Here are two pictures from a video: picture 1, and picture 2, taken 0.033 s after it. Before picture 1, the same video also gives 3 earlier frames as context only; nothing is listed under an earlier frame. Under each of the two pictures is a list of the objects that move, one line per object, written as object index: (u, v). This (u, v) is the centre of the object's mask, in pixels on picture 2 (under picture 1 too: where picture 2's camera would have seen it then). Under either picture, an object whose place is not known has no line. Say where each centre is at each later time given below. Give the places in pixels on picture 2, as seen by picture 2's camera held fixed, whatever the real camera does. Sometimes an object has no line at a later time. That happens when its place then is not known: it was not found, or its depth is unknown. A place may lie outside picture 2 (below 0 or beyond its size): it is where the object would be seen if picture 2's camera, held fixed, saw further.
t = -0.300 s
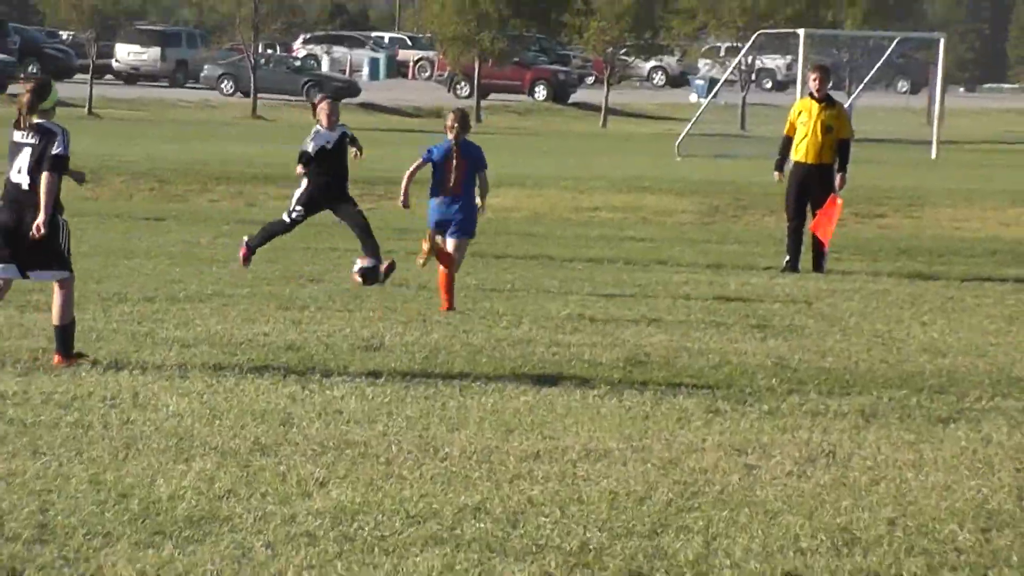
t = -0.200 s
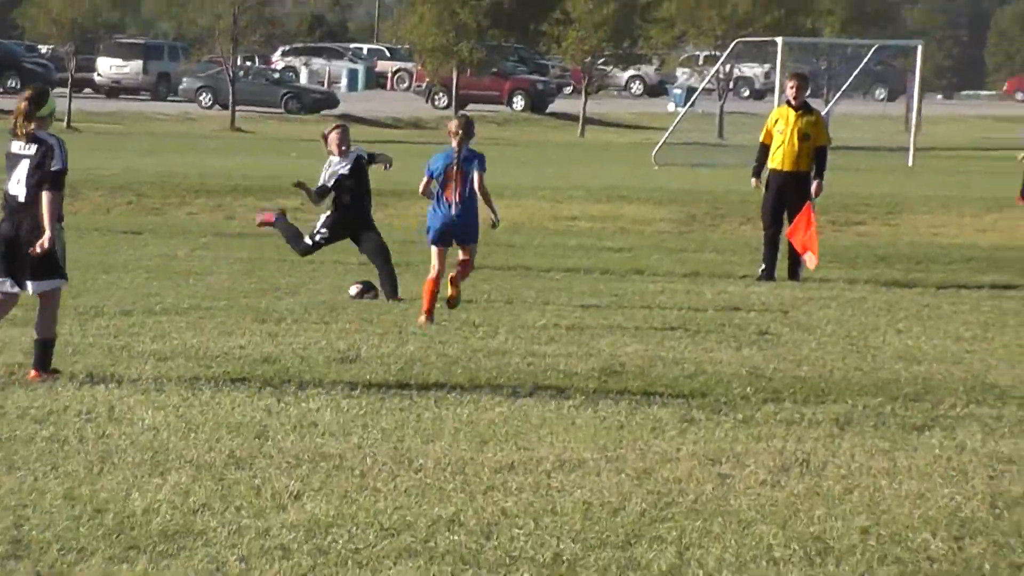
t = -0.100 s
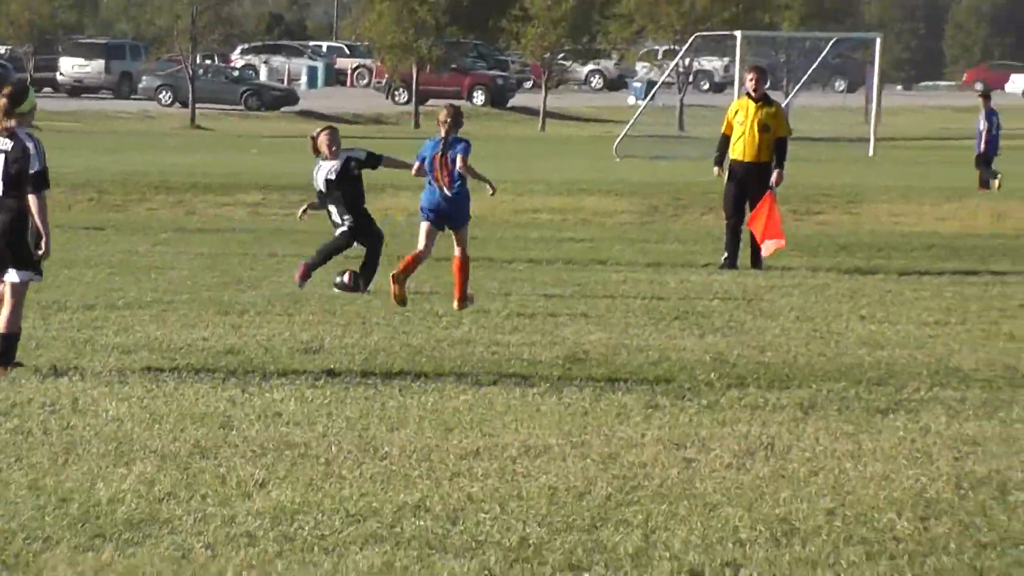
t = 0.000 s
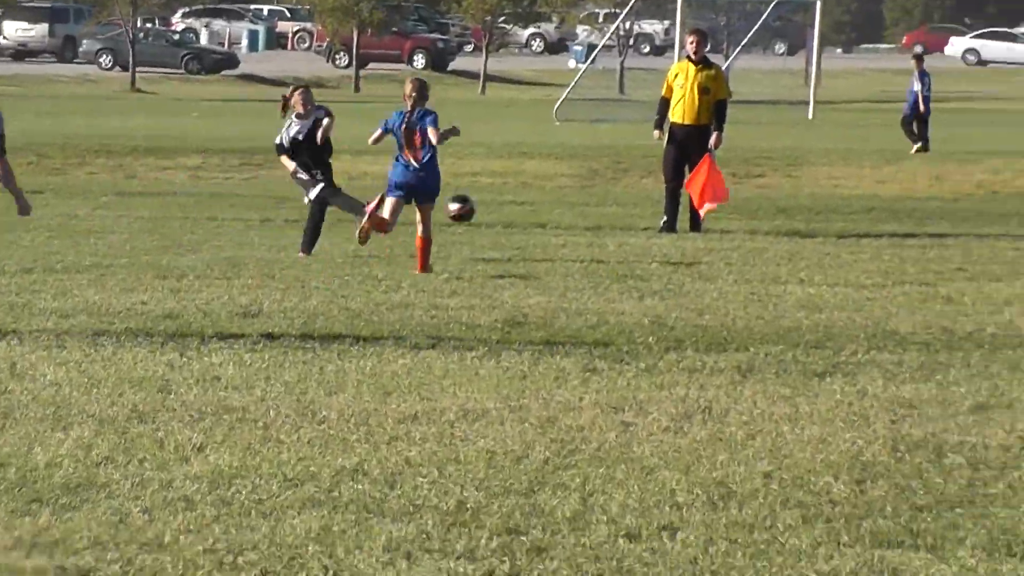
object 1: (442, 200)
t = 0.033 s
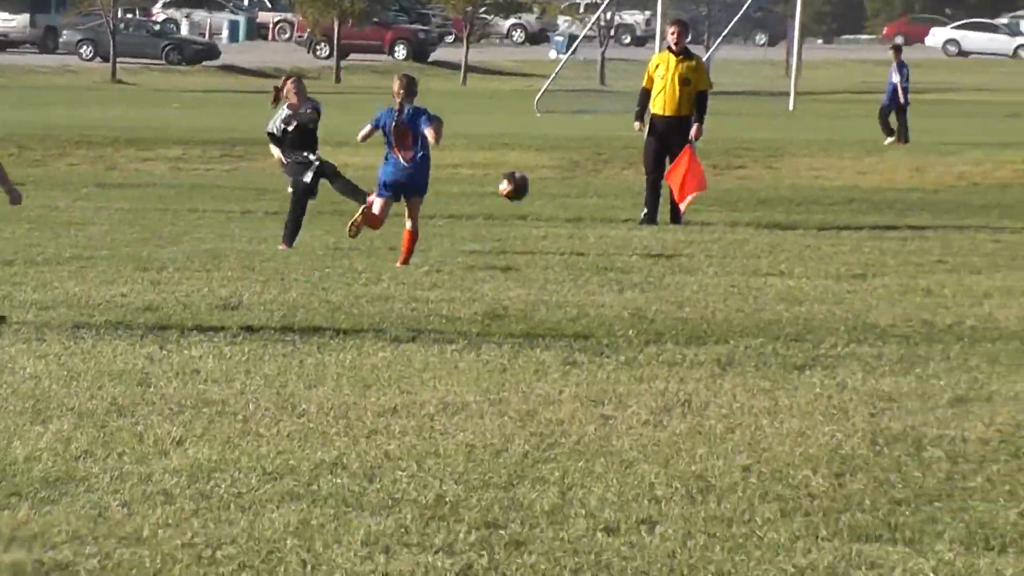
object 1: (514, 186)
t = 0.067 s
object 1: (587, 172)
